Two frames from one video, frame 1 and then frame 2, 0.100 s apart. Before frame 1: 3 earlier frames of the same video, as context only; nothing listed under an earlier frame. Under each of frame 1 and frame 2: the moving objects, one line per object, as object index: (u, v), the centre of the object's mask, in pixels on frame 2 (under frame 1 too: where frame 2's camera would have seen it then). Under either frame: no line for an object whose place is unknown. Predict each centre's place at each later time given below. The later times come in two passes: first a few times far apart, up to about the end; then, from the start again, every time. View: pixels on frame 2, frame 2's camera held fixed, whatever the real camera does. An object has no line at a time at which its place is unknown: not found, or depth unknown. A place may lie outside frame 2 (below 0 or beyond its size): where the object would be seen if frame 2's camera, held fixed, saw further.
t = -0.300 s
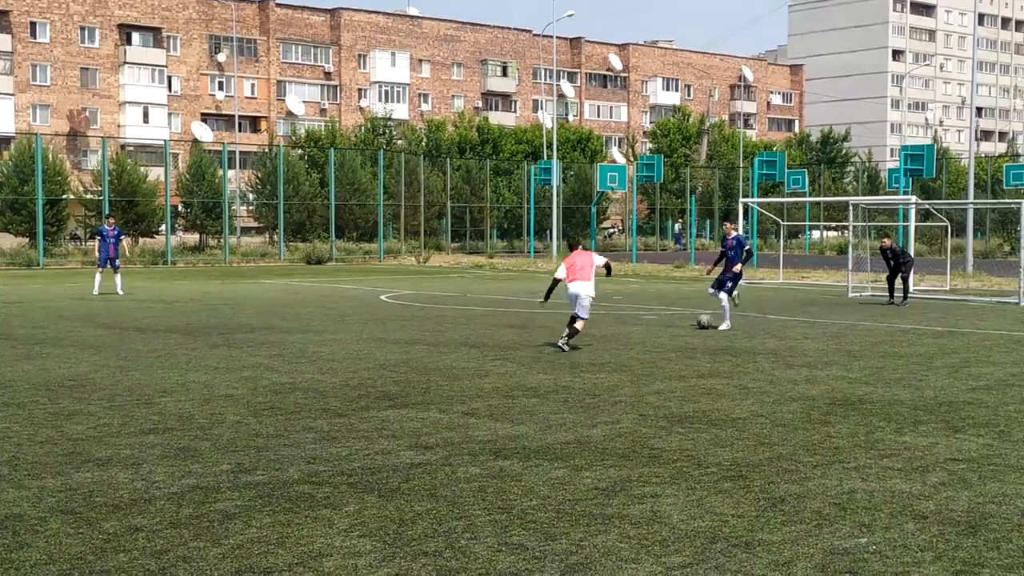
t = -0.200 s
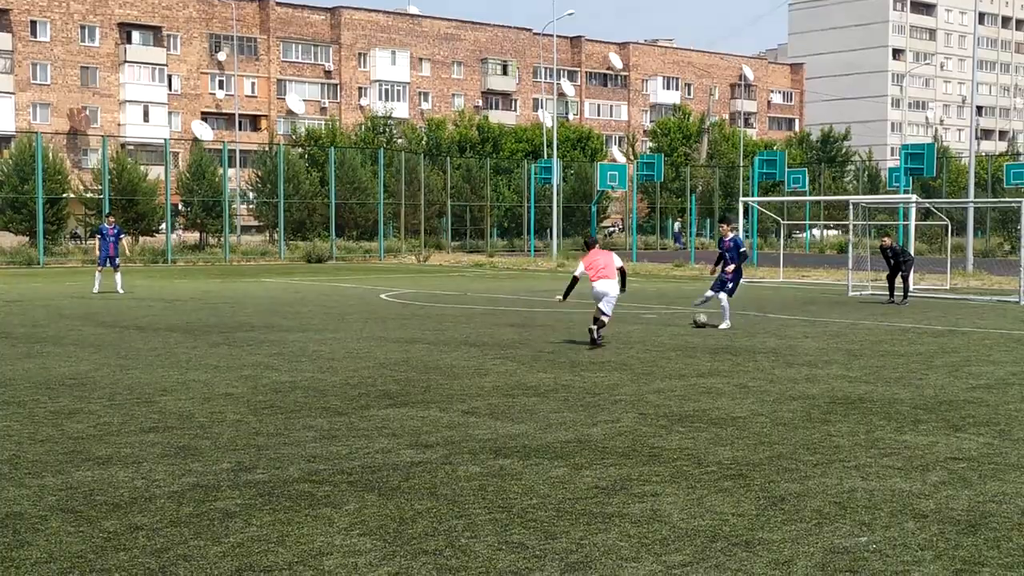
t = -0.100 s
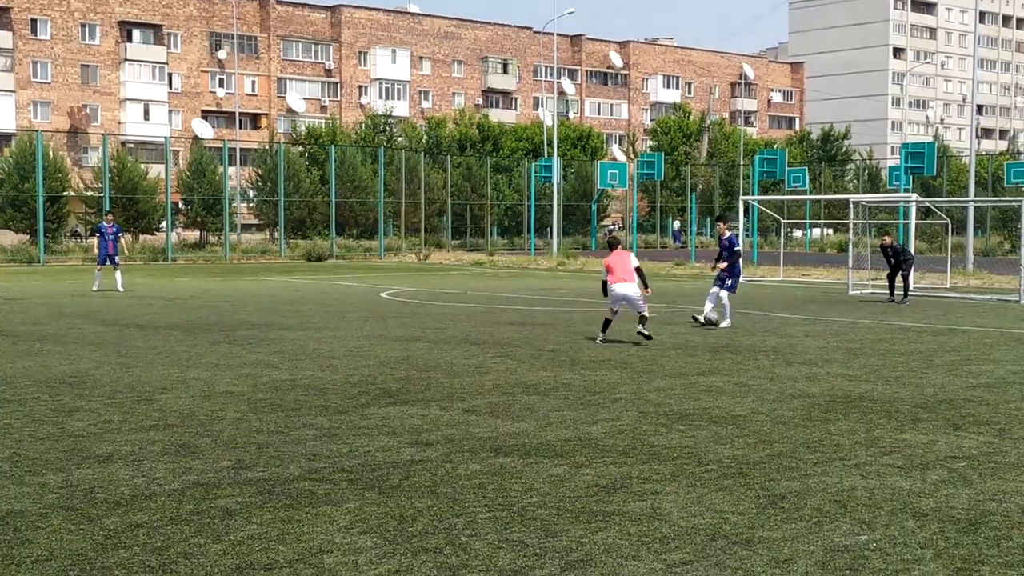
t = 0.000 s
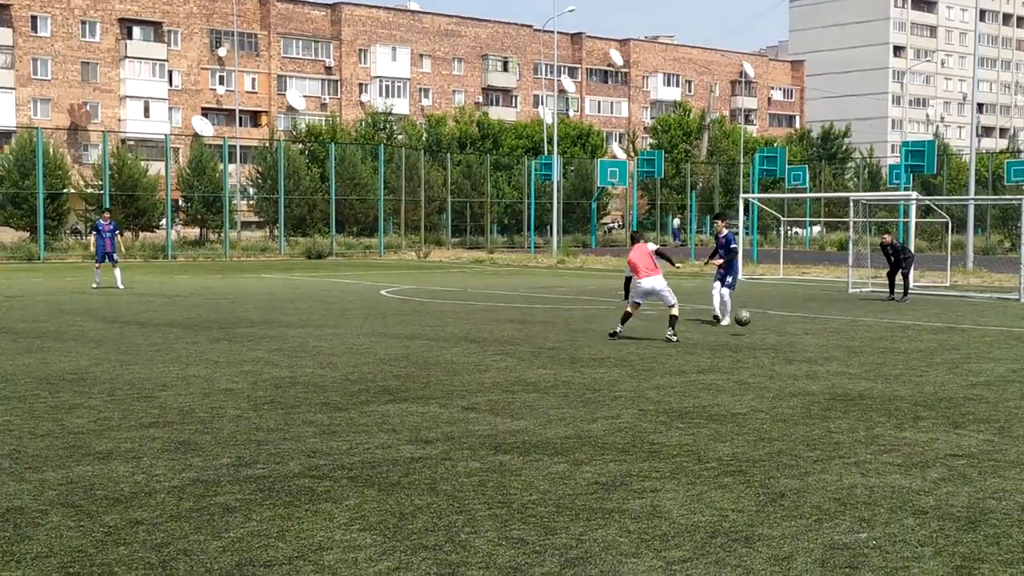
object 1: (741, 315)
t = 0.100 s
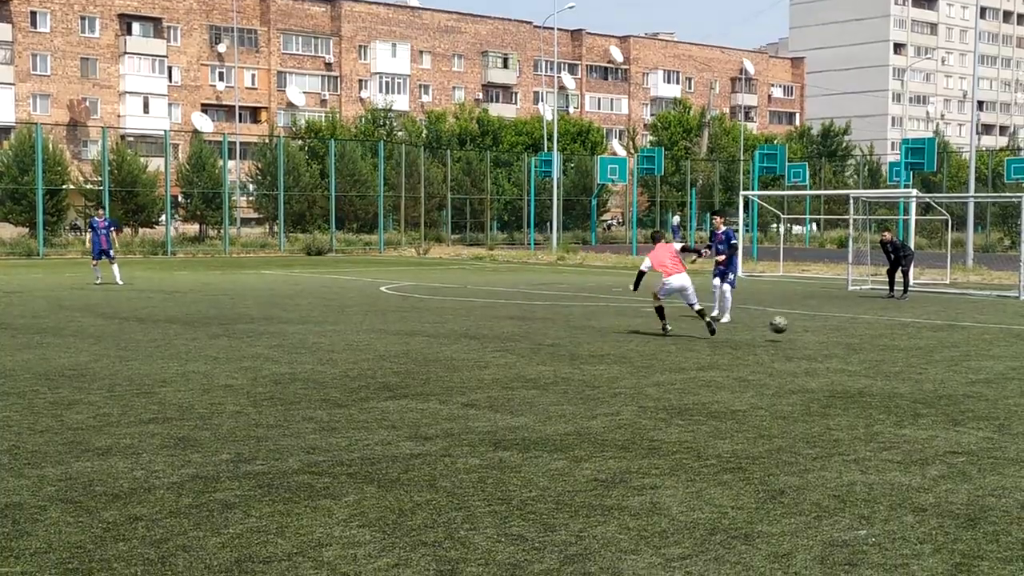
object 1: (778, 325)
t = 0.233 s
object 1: (836, 343)
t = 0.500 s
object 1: (966, 366)
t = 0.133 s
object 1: (792, 330)
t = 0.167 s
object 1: (806, 335)
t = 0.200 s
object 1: (821, 342)
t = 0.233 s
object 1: (836, 343)
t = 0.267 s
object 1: (850, 343)
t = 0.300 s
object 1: (865, 345)
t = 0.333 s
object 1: (881, 349)
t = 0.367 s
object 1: (897, 353)
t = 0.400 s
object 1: (915, 359)
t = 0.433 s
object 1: (933, 366)
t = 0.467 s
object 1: (950, 368)
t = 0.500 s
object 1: (966, 366)
